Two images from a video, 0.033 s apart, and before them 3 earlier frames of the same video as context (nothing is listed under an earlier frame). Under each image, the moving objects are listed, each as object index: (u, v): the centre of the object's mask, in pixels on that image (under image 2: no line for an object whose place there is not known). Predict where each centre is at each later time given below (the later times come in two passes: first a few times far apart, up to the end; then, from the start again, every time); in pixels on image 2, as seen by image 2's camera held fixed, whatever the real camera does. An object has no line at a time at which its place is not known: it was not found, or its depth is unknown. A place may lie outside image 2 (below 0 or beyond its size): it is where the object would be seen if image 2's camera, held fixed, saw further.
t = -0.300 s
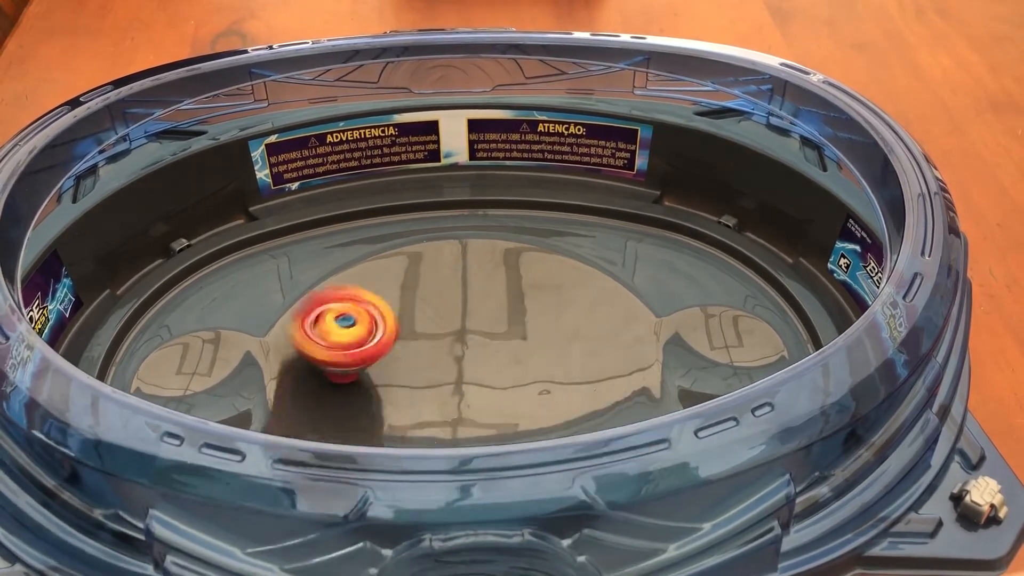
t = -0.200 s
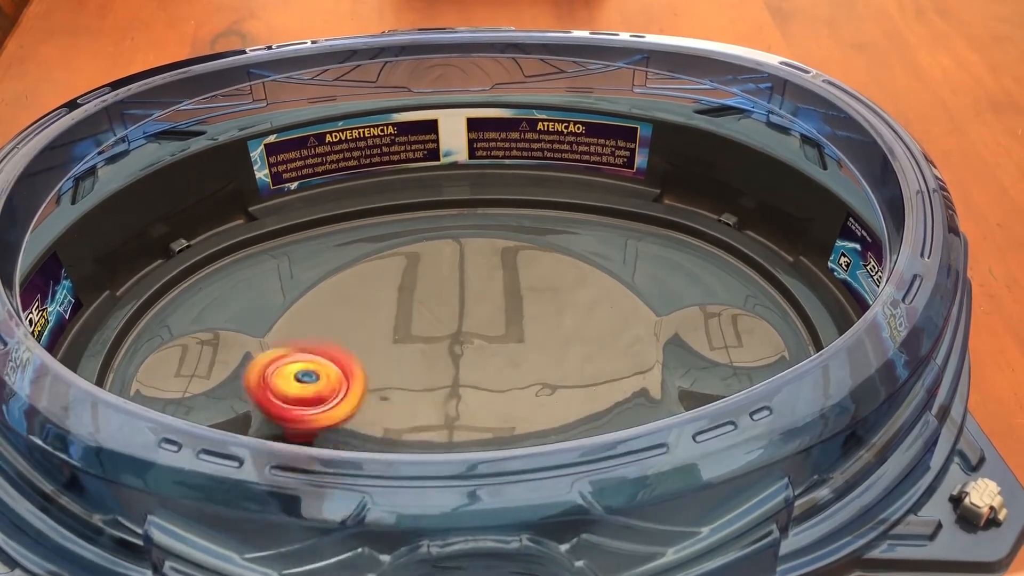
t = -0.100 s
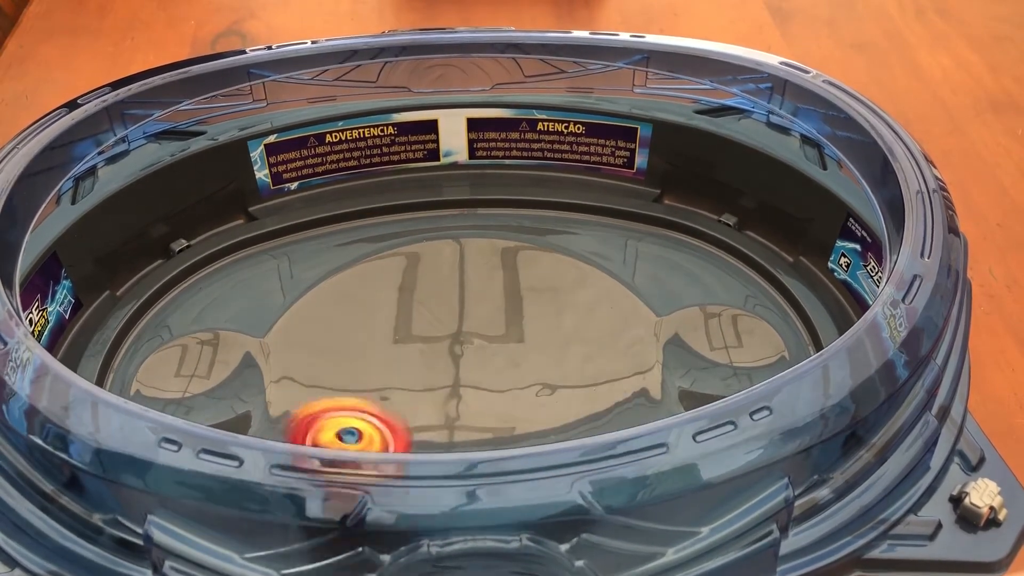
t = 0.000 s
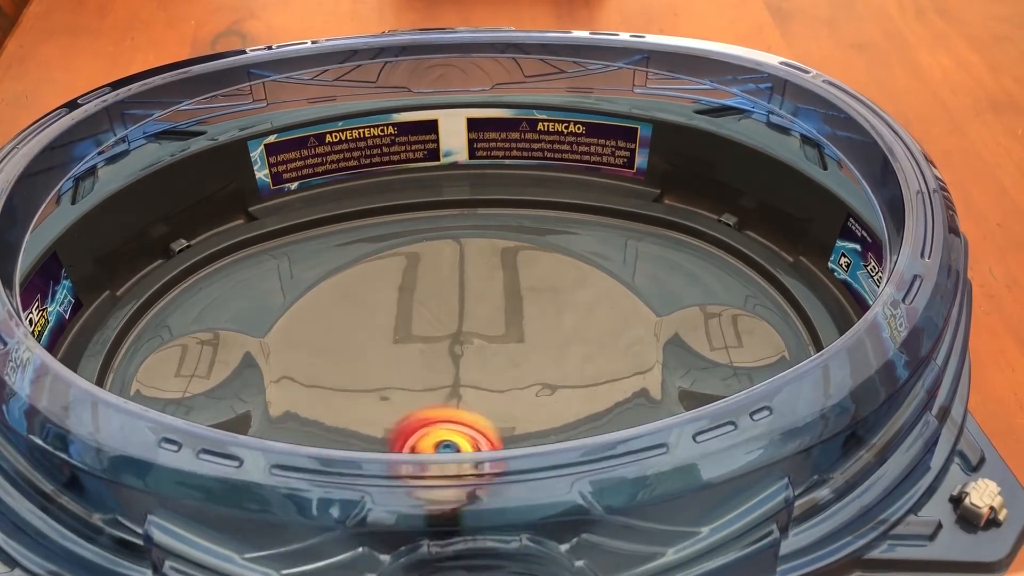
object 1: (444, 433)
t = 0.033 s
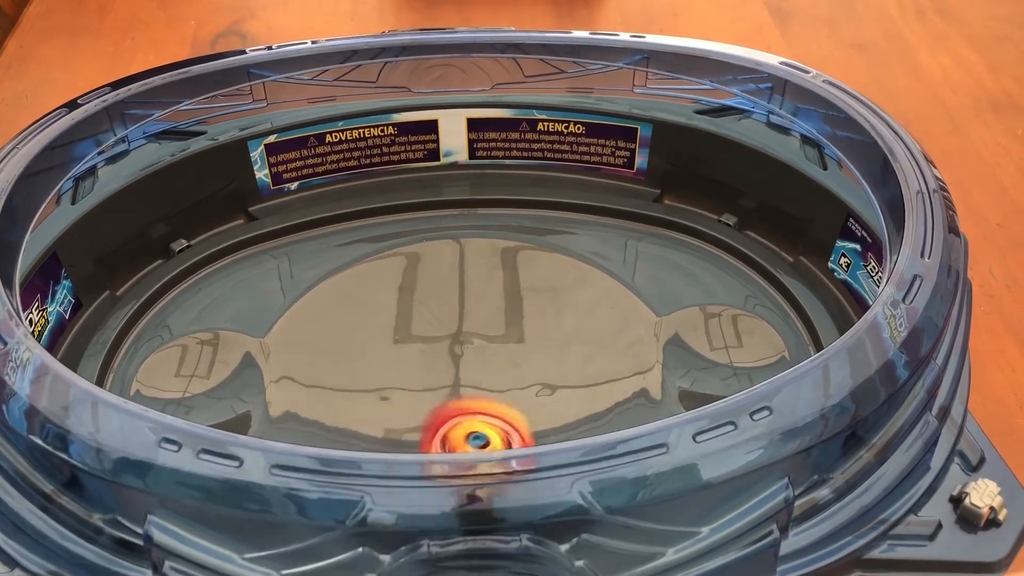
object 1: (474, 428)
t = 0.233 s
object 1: (555, 331)
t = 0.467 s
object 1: (430, 251)
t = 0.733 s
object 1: (386, 405)
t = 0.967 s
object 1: (567, 417)
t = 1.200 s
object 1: (538, 319)
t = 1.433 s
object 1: (361, 320)
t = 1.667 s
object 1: (366, 421)
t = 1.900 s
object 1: (540, 386)
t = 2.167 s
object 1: (490, 259)
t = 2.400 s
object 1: (382, 357)
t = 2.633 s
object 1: (481, 433)
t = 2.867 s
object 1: (560, 366)
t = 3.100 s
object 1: (422, 301)
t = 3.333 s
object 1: (332, 377)
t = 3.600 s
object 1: (518, 402)
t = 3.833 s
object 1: (554, 294)
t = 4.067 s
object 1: (414, 327)
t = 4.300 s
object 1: (396, 427)
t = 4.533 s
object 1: (528, 406)
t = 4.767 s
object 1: (482, 304)
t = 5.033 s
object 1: (360, 337)
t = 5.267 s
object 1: (467, 414)
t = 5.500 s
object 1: (580, 360)
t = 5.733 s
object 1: (461, 322)
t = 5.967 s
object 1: (349, 382)
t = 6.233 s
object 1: (481, 411)
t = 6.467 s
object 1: (525, 314)
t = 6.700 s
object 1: (421, 308)
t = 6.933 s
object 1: (425, 411)
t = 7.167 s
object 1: (537, 408)
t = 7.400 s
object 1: (479, 333)
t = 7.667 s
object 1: (355, 345)
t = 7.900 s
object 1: (454, 404)
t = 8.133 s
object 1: (559, 349)
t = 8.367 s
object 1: (472, 321)
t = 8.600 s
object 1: (386, 388)
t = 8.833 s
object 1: (457, 419)
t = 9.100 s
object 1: (500, 331)
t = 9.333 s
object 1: (423, 306)
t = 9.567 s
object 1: (426, 390)
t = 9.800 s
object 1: (525, 407)
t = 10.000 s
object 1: (510, 356)
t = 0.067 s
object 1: (500, 420)
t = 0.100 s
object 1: (523, 410)
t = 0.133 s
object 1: (540, 396)
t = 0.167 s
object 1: (550, 375)
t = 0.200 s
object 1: (555, 353)
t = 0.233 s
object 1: (555, 331)
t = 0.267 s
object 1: (550, 310)
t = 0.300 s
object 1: (540, 290)
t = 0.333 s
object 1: (525, 272)
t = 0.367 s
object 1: (505, 258)
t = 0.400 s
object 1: (482, 249)
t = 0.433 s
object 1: (456, 247)
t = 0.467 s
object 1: (430, 251)
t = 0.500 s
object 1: (407, 262)
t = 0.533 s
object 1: (387, 278)
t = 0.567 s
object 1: (373, 297)
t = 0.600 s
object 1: (365, 319)
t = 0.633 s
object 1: (362, 342)
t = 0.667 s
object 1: (364, 365)
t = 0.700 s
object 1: (373, 386)
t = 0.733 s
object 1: (386, 405)
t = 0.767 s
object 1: (405, 417)
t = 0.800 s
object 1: (428, 425)
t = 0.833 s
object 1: (454, 429)
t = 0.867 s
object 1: (483, 431)
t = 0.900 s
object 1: (511, 430)
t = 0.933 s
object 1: (541, 425)
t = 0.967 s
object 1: (567, 417)
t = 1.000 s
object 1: (588, 406)
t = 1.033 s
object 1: (601, 391)
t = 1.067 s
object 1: (602, 374)
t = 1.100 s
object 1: (594, 356)
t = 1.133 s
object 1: (580, 341)
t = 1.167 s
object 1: (561, 328)
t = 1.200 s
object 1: (538, 319)
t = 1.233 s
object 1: (514, 311)
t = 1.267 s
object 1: (488, 307)
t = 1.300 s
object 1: (462, 305)
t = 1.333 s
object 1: (435, 305)
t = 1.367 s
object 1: (410, 308)
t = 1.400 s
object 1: (385, 313)
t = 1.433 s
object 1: (361, 320)
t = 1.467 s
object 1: (340, 332)
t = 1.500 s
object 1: (323, 346)
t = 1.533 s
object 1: (313, 364)
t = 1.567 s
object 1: (313, 383)
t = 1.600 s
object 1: (322, 401)
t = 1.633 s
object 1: (340, 413)
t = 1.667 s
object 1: (366, 421)
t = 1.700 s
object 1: (394, 425)
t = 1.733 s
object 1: (423, 425)
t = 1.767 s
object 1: (452, 423)
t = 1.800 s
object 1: (478, 419)
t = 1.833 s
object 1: (502, 412)
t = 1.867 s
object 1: (524, 402)
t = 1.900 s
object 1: (540, 386)
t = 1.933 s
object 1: (552, 366)
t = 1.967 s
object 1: (558, 346)
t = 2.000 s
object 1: (560, 327)
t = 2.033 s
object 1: (555, 307)
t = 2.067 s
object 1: (547, 289)
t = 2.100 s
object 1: (533, 275)
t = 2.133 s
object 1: (513, 264)
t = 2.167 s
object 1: (490, 259)
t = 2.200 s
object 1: (465, 261)
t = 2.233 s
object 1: (442, 269)
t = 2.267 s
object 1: (421, 283)
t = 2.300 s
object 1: (406, 299)
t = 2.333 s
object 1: (394, 317)
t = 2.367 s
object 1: (385, 337)
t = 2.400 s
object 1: (382, 357)
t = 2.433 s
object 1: (382, 377)
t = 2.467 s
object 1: (386, 396)
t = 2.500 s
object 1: (395, 411)
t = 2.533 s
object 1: (410, 421)
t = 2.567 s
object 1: (431, 428)
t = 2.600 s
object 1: (455, 433)
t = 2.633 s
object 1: (481, 433)
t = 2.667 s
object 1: (504, 431)
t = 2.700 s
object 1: (528, 427)
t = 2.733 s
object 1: (550, 420)
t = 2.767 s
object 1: (565, 409)
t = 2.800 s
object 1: (570, 396)
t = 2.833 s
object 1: (567, 381)
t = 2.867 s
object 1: (560, 366)
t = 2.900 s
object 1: (547, 352)
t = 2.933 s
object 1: (531, 338)
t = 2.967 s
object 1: (512, 327)
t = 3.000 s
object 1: (490, 318)
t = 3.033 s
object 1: (469, 310)
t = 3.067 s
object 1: (447, 305)
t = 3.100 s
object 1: (422, 301)
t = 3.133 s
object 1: (398, 300)
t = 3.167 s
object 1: (376, 304)
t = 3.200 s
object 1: (356, 312)
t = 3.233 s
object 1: (340, 323)
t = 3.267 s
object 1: (328, 338)
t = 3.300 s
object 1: (324, 357)
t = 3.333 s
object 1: (332, 377)
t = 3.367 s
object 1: (347, 393)
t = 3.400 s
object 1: (367, 405)
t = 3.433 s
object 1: (390, 411)
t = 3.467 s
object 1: (417, 415)
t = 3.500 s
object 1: (446, 417)
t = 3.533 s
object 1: (471, 414)
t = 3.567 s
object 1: (495, 408)
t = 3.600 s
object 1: (518, 402)
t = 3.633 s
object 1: (539, 391)
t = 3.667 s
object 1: (555, 376)
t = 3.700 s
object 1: (566, 360)
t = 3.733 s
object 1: (574, 342)
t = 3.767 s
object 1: (575, 323)
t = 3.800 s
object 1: (567, 307)
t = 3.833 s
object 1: (554, 294)
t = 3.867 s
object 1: (535, 285)
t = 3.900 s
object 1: (512, 283)
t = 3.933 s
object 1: (491, 286)
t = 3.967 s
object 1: (470, 292)
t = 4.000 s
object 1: (449, 301)
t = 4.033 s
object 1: (430, 313)
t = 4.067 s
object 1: (414, 327)
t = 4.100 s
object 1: (401, 341)
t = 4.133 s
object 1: (388, 358)
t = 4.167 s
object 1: (382, 375)
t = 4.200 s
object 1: (379, 391)
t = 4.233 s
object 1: (379, 405)
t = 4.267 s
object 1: (383, 417)
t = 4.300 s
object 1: (396, 427)
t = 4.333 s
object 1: (415, 431)
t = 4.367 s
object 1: (433, 434)
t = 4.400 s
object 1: (460, 435)
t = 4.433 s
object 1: (485, 430)
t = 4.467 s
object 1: (502, 425)
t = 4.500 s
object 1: (519, 417)
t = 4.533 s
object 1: (528, 406)
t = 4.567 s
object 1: (532, 394)
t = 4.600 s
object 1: (533, 378)
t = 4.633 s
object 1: (526, 361)
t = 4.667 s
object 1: (519, 345)
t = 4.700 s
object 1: (510, 330)
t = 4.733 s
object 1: (496, 316)
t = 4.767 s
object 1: (482, 304)
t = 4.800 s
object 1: (465, 293)
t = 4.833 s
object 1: (445, 286)
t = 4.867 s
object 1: (425, 283)
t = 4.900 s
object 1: (403, 284)
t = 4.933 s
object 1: (385, 291)
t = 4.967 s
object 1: (371, 302)
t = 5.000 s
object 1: (361, 318)
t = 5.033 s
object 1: (360, 337)
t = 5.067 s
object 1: (363, 354)
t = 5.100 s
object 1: (372, 371)
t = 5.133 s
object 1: (388, 387)
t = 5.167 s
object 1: (404, 397)
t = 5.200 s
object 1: (422, 408)
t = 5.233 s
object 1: (445, 413)
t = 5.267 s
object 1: (467, 414)
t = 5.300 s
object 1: (491, 415)
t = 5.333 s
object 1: (514, 411)
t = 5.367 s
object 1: (535, 407)
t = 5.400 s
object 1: (555, 400)
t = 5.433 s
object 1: (569, 389)
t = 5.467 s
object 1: (581, 376)
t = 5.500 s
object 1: (580, 360)
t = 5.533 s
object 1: (575, 346)
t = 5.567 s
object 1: (560, 334)
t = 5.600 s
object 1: (545, 327)
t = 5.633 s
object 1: (525, 322)
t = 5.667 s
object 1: (505, 320)
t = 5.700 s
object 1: (484, 320)
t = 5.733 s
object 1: (461, 322)
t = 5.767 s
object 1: (442, 327)
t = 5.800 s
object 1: (420, 330)
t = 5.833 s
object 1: (403, 338)
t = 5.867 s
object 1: (384, 345)
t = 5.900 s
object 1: (369, 357)
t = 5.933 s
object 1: (357, 368)
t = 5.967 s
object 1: (349, 382)
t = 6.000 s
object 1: (351, 396)
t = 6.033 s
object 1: (356, 407)
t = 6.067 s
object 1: (374, 417)
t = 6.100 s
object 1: (394, 420)
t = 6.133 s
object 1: (416, 423)
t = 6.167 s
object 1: (439, 420)
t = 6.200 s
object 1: (462, 418)
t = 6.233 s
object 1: (481, 411)
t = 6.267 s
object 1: (496, 403)
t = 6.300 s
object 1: (509, 389)
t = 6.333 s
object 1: (520, 376)
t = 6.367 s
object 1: (526, 360)
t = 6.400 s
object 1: (528, 343)
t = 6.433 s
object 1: (529, 328)
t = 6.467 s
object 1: (525, 314)
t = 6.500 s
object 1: (516, 299)
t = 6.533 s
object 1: (503, 290)
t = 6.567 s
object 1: (487, 283)
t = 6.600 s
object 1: (470, 283)
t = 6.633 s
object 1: (451, 286)
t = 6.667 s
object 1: (436, 296)
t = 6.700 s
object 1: (421, 308)
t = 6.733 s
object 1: (413, 324)
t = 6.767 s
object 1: (407, 338)
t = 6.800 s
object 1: (404, 355)
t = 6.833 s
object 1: (404, 370)
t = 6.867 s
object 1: (410, 387)
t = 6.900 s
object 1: (414, 399)
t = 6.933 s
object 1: (425, 411)
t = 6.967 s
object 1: (437, 417)
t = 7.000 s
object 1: (455, 424)
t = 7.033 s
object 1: (472, 424)
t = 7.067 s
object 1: (493, 425)
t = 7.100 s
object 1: (510, 422)
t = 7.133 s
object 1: (528, 416)
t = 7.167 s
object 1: (537, 408)
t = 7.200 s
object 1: (541, 396)
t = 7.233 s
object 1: (540, 386)
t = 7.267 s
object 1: (532, 372)
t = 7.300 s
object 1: (522, 361)
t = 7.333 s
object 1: (507, 350)
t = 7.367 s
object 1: (496, 341)
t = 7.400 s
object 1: (479, 333)
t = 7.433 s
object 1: (461, 326)
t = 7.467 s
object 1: (445, 321)
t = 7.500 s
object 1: (426, 316)
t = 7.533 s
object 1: (408, 316)
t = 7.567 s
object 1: (389, 318)
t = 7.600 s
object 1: (375, 323)
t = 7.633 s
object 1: (362, 333)
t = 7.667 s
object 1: (355, 345)
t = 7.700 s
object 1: (358, 361)
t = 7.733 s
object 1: (365, 373)
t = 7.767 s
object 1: (380, 386)
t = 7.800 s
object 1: (396, 395)
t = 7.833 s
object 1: (416, 400)
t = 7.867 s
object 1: (435, 404)
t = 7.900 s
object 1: (454, 404)
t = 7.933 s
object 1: (477, 403)
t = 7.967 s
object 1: (494, 399)
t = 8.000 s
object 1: (513, 393)
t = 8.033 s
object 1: (531, 386)
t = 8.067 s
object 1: (542, 373)
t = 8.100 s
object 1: (554, 361)
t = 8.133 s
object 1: (559, 349)
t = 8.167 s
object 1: (555, 336)
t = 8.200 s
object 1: (551, 326)
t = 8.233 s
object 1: (540, 319)
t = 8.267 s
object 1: (523, 315)
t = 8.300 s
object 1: (510, 315)
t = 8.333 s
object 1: (491, 317)
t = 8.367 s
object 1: (472, 321)
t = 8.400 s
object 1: (457, 328)
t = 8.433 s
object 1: (440, 336)
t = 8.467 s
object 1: (426, 344)
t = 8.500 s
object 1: (413, 354)
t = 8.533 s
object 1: (401, 365)
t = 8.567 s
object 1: (393, 376)
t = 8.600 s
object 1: (386, 388)
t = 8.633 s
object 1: (382, 400)
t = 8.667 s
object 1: (388, 410)
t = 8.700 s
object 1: (396, 417)
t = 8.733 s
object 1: (408, 421)
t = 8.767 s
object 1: (425, 422)
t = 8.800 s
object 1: (442, 423)
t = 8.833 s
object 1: (457, 419)
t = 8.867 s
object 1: (474, 414)
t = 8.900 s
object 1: (486, 408)
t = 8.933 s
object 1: (495, 398)
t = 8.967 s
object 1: (501, 383)
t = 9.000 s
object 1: (505, 372)
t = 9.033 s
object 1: (506, 359)
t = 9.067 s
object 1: (504, 343)
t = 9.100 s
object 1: (500, 331)
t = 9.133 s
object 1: (495, 320)
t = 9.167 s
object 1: (485, 309)
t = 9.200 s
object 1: (472, 301)
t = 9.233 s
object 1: (459, 296)
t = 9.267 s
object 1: (447, 298)
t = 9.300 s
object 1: (435, 299)
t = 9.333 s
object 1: (423, 306)
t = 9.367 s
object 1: (418, 316)
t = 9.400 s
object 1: (411, 327)
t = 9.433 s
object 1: (406, 340)
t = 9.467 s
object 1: (408, 354)
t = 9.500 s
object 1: (414, 368)
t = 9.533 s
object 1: (419, 380)
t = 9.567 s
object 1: (426, 390)
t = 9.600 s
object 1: (440, 400)
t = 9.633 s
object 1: (452, 408)
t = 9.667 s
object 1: (465, 412)
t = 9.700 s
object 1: (483, 413)
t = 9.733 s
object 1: (500, 414)
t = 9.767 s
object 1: (515, 412)
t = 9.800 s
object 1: (525, 407)
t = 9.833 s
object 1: (535, 400)
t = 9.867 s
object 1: (537, 394)
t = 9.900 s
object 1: (538, 385)
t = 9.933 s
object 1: (532, 374)
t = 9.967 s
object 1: (522, 365)
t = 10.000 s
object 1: (510, 356)
